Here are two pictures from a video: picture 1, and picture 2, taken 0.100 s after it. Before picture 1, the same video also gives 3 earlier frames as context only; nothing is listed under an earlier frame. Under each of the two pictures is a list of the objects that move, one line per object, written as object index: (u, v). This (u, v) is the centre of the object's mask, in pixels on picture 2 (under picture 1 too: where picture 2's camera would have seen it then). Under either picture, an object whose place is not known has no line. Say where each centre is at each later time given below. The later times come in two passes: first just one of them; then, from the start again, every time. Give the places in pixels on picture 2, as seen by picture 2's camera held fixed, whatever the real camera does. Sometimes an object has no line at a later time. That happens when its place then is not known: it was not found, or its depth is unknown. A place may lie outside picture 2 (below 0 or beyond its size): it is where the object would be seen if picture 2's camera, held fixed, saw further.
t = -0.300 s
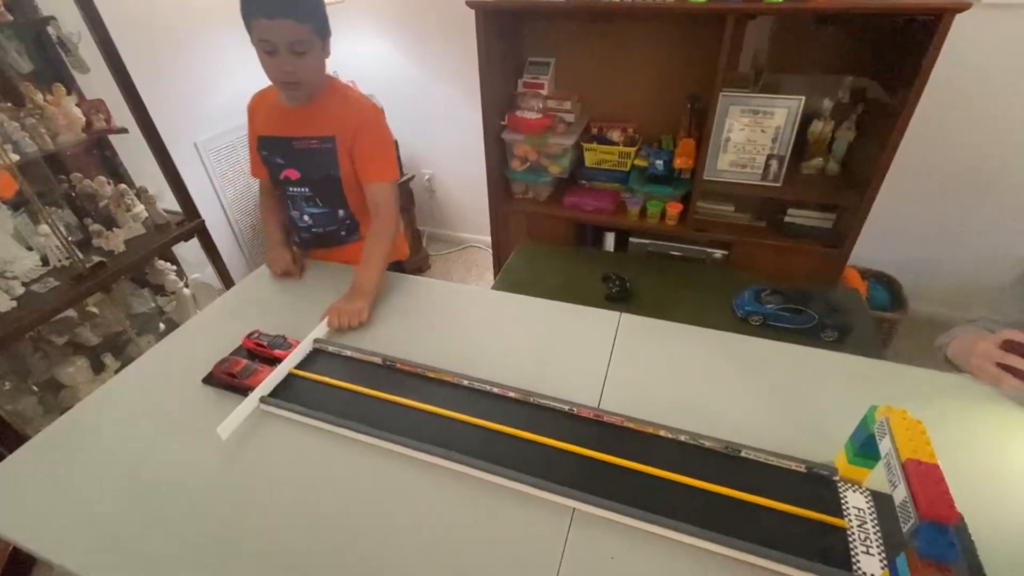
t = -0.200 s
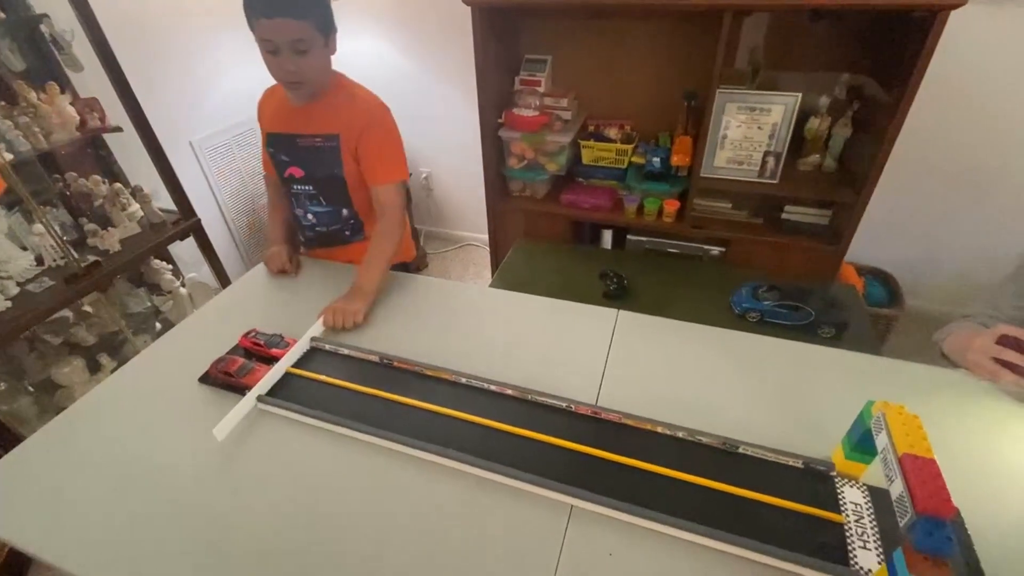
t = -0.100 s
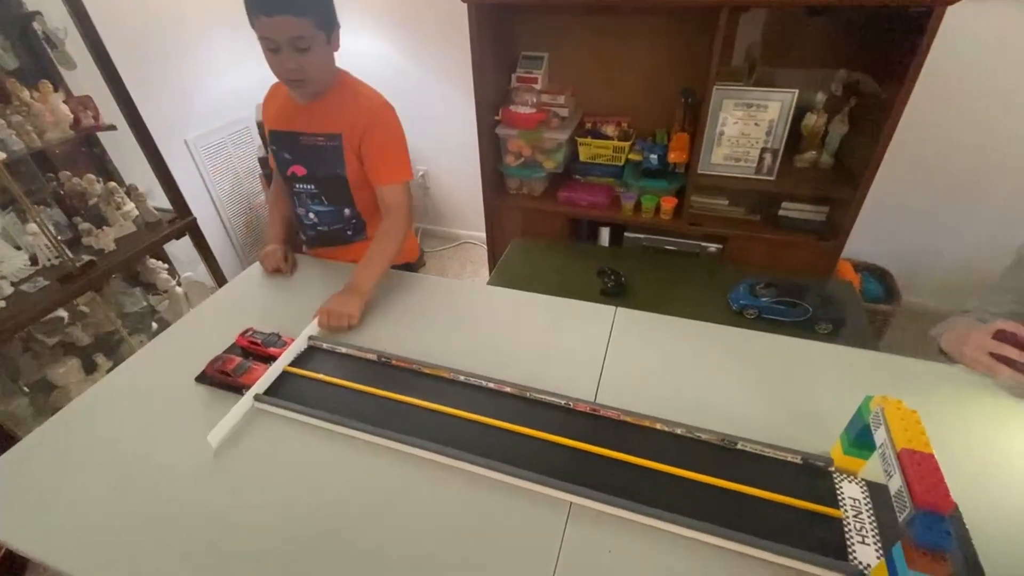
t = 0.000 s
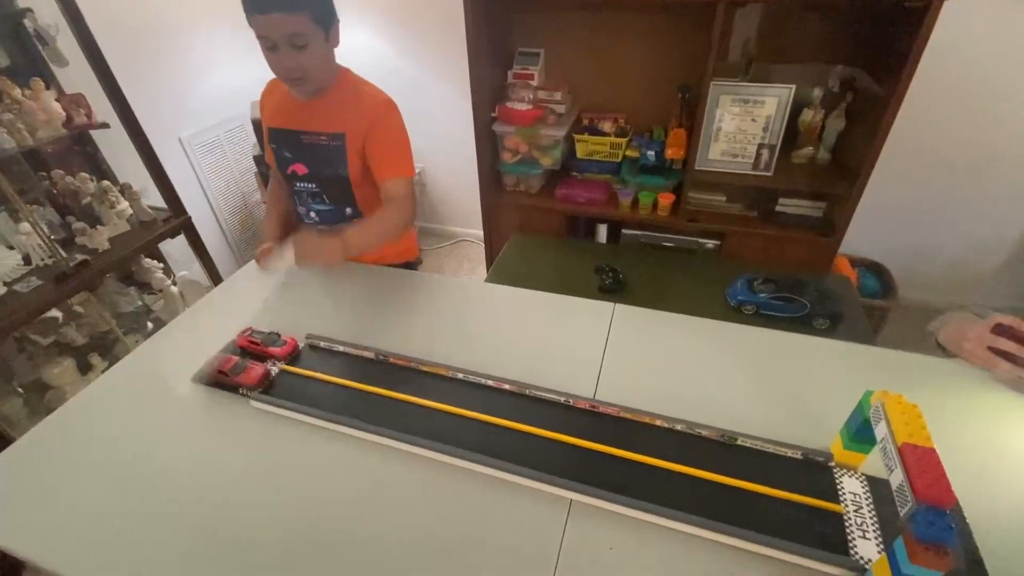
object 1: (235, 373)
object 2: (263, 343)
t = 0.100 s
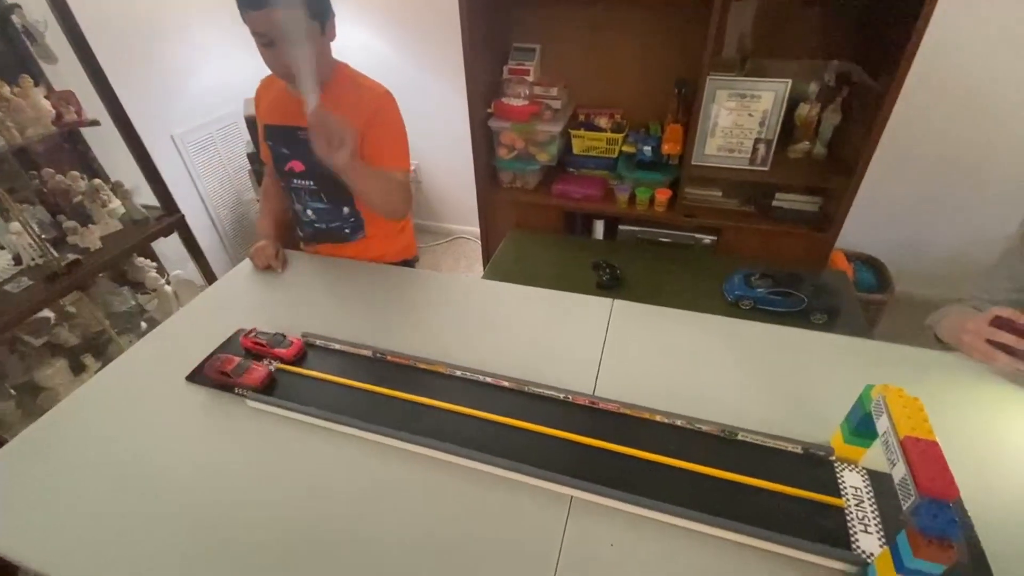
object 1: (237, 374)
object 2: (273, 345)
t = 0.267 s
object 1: (264, 379)
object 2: (306, 354)
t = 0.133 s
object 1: (240, 374)
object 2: (278, 346)
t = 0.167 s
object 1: (246, 375)
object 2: (284, 348)
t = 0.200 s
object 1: (252, 376)
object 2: (291, 350)
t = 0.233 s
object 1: (257, 378)
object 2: (298, 351)
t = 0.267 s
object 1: (264, 379)
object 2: (306, 354)
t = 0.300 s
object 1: (272, 381)
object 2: (316, 356)
